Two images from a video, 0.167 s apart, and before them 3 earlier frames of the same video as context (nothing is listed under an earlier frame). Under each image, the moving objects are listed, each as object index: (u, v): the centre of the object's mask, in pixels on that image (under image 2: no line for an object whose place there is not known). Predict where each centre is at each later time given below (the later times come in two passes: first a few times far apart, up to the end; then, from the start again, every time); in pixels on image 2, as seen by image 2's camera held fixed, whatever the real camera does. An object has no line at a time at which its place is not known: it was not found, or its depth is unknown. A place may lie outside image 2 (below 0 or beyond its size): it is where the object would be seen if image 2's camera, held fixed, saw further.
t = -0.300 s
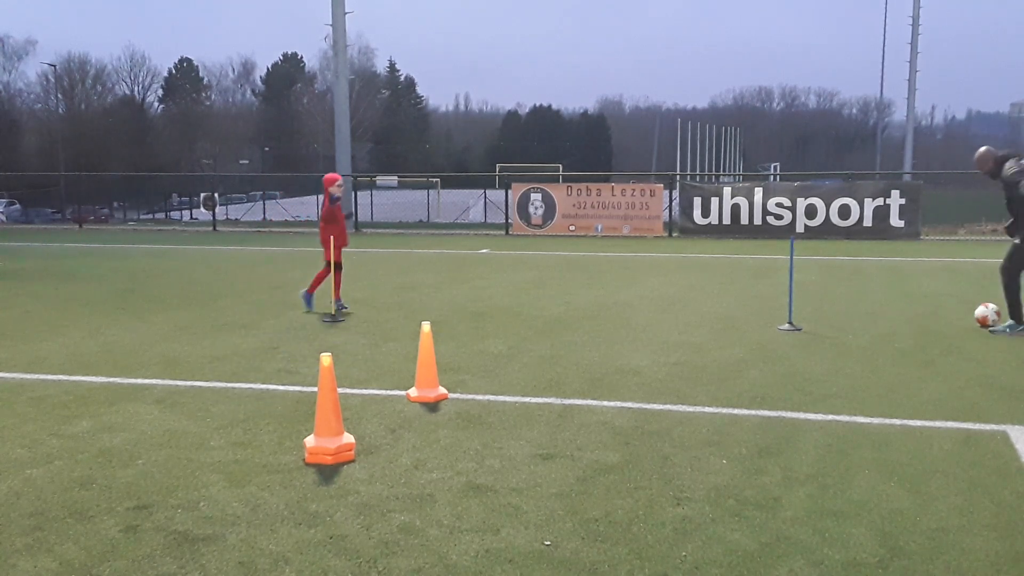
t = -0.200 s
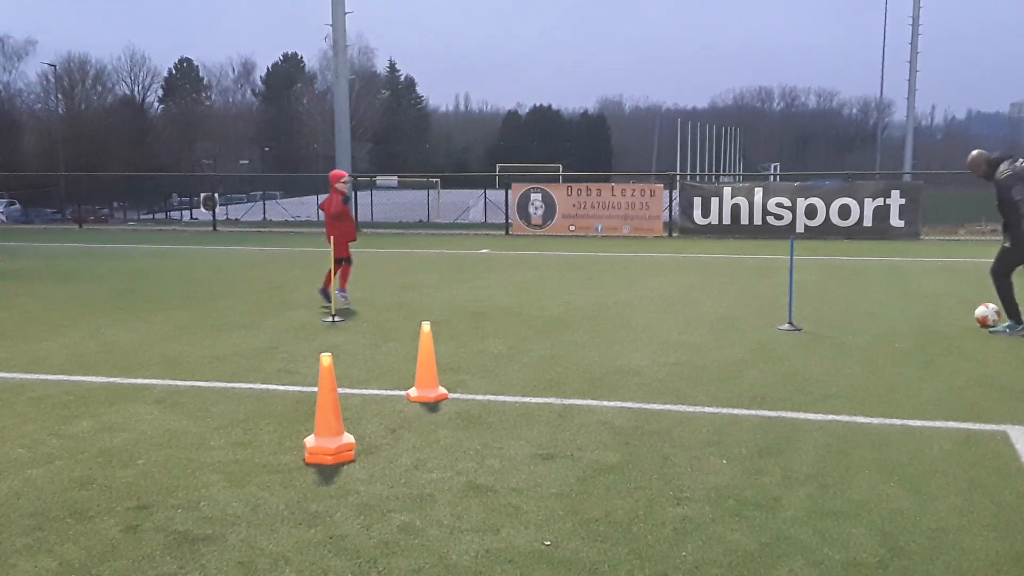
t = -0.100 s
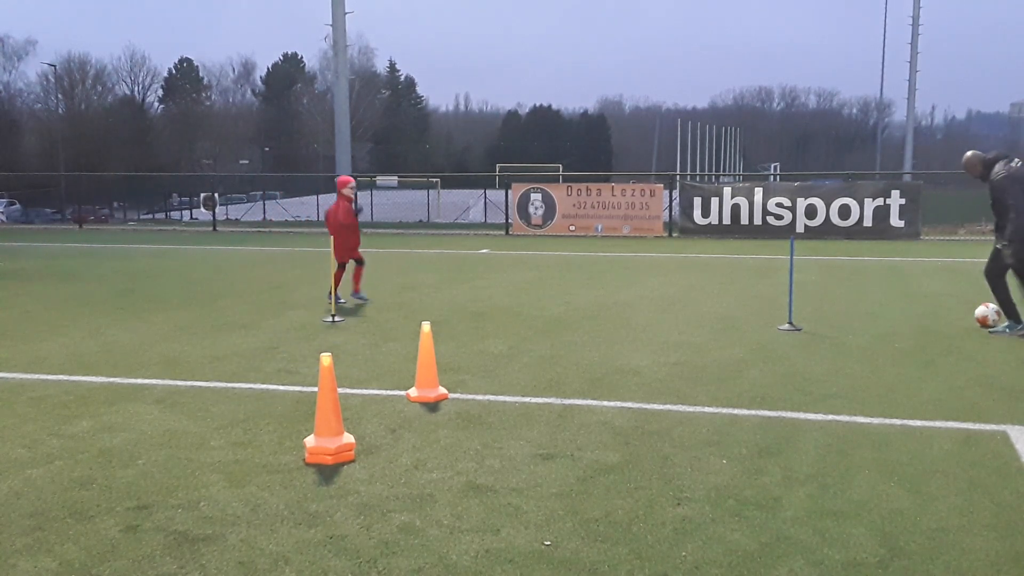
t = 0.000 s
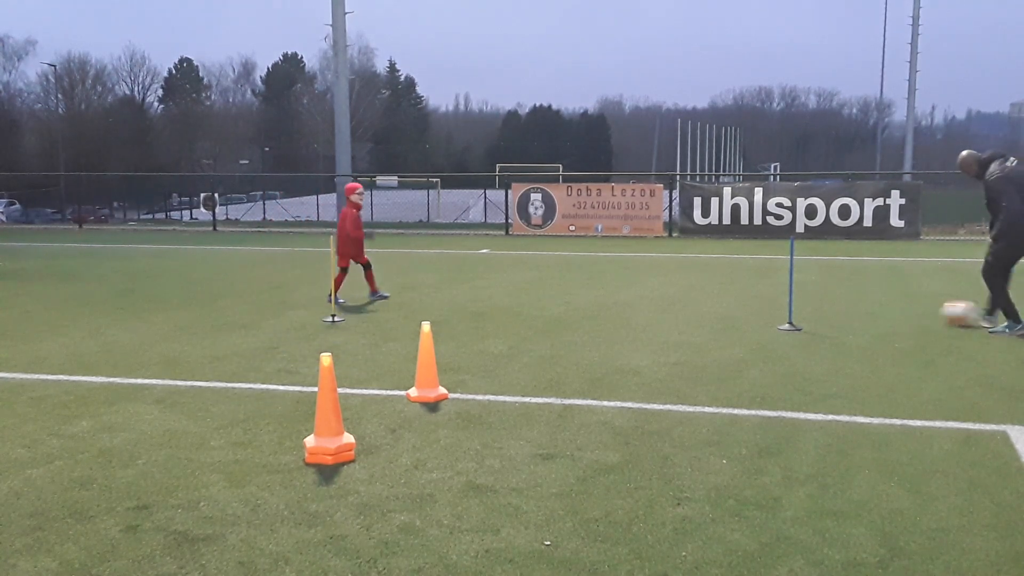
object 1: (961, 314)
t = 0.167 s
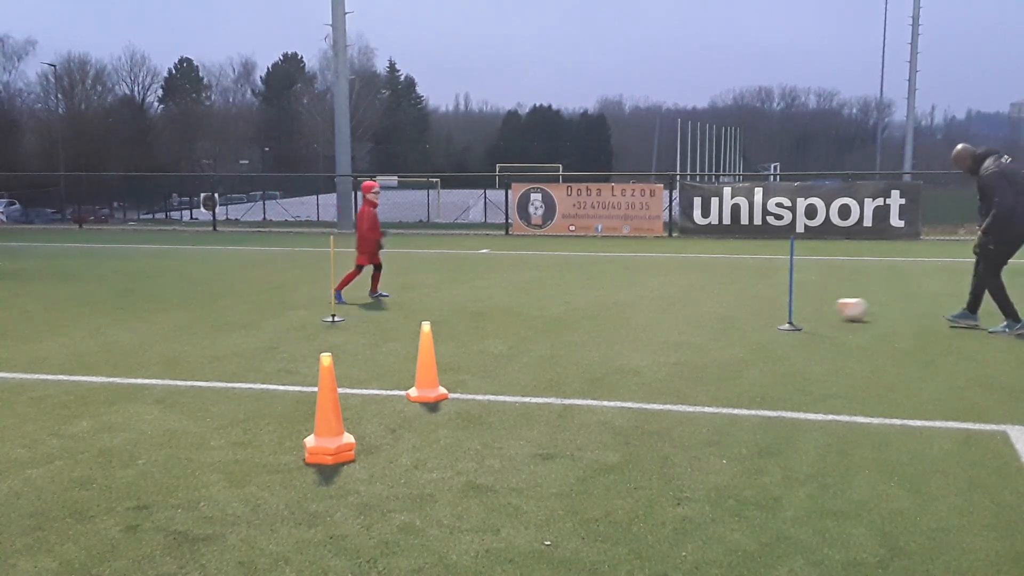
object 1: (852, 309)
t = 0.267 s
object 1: (797, 307)
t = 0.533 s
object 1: (677, 302)
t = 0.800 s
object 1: (592, 299)
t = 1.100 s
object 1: (509, 297)
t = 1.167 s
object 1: (492, 296)
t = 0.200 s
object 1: (832, 308)
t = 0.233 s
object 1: (813, 308)
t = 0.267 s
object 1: (797, 307)
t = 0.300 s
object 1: (777, 306)
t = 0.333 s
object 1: (761, 306)
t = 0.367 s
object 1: (746, 305)
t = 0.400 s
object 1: (731, 305)
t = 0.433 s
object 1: (717, 305)
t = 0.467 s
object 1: (703, 304)
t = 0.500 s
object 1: (690, 303)
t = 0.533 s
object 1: (677, 302)
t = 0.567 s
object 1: (665, 302)
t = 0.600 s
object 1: (653, 301)
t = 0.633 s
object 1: (642, 301)
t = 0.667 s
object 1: (632, 300)
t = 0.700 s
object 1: (622, 300)
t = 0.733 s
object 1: (612, 299)
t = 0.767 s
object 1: (602, 300)
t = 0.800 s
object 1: (592, 299)
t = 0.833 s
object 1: (582, 299)
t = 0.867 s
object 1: (572, 298)
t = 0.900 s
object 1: (563, 297)
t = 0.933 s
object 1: (554, 297)
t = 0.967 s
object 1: (544, 298)
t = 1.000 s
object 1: (536, 297)
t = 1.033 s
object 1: (526, 297)
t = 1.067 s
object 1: (517, 297)
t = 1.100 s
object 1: (509, 297)
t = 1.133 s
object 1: (500, 296)
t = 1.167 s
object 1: (492, 296)
